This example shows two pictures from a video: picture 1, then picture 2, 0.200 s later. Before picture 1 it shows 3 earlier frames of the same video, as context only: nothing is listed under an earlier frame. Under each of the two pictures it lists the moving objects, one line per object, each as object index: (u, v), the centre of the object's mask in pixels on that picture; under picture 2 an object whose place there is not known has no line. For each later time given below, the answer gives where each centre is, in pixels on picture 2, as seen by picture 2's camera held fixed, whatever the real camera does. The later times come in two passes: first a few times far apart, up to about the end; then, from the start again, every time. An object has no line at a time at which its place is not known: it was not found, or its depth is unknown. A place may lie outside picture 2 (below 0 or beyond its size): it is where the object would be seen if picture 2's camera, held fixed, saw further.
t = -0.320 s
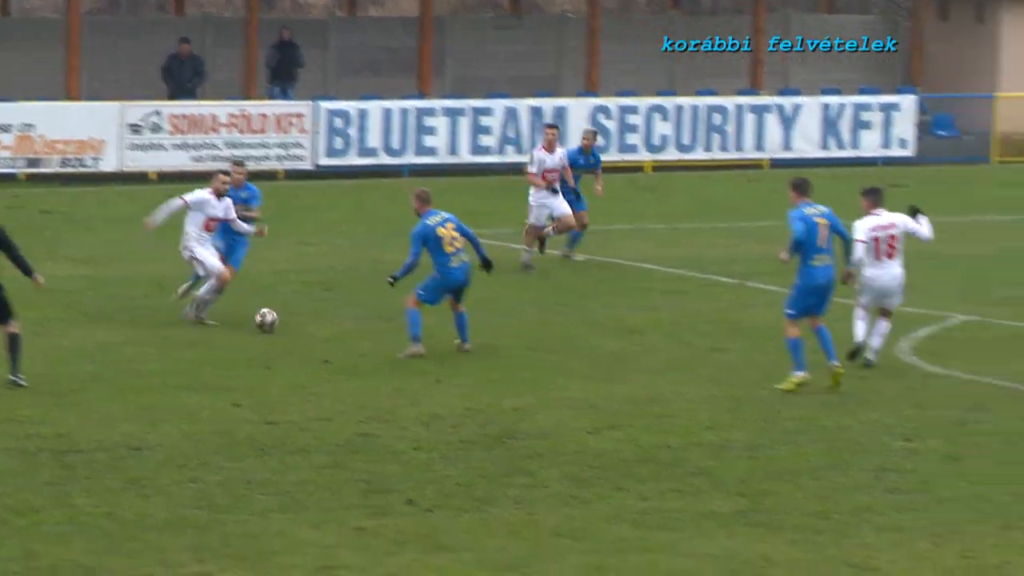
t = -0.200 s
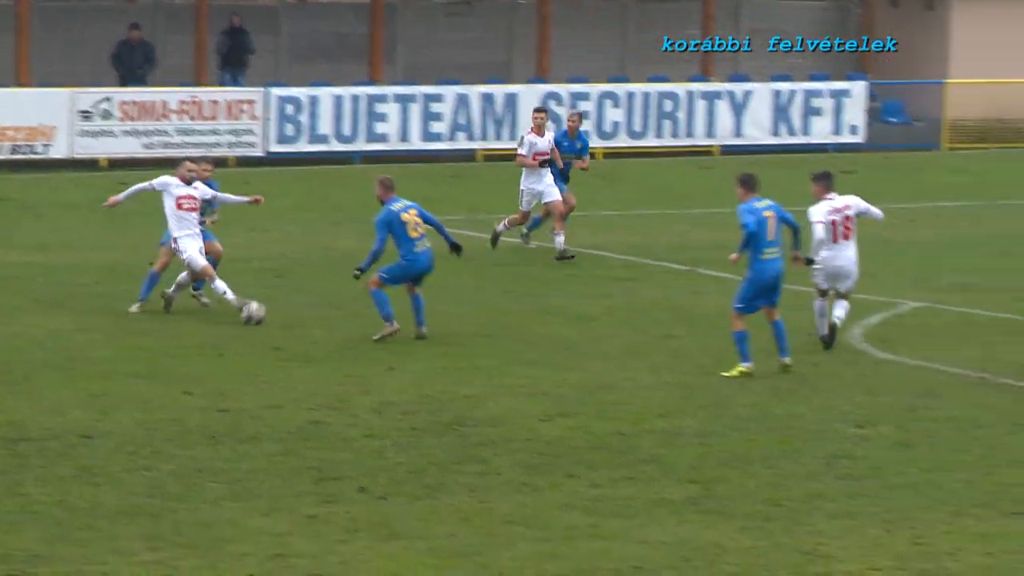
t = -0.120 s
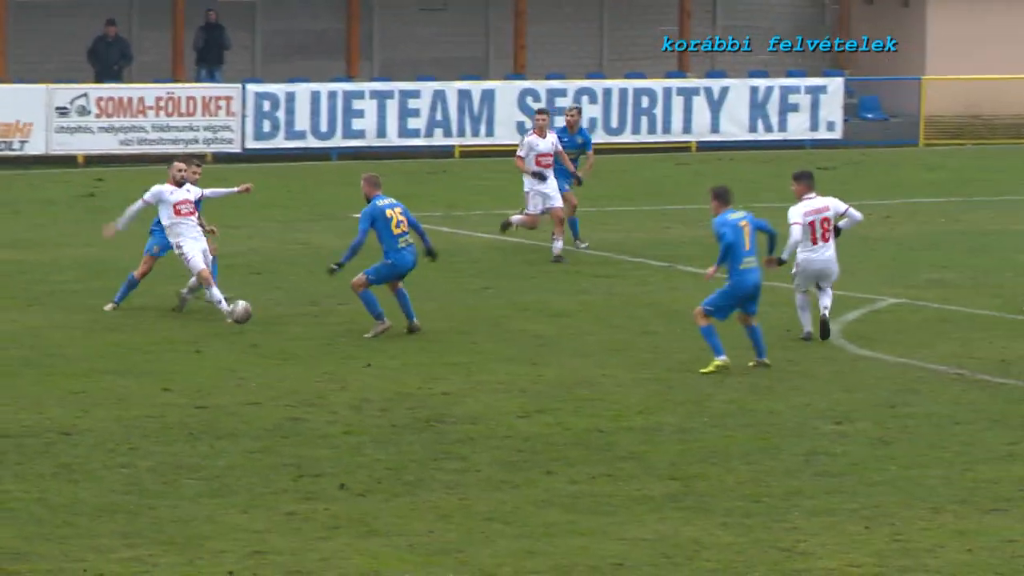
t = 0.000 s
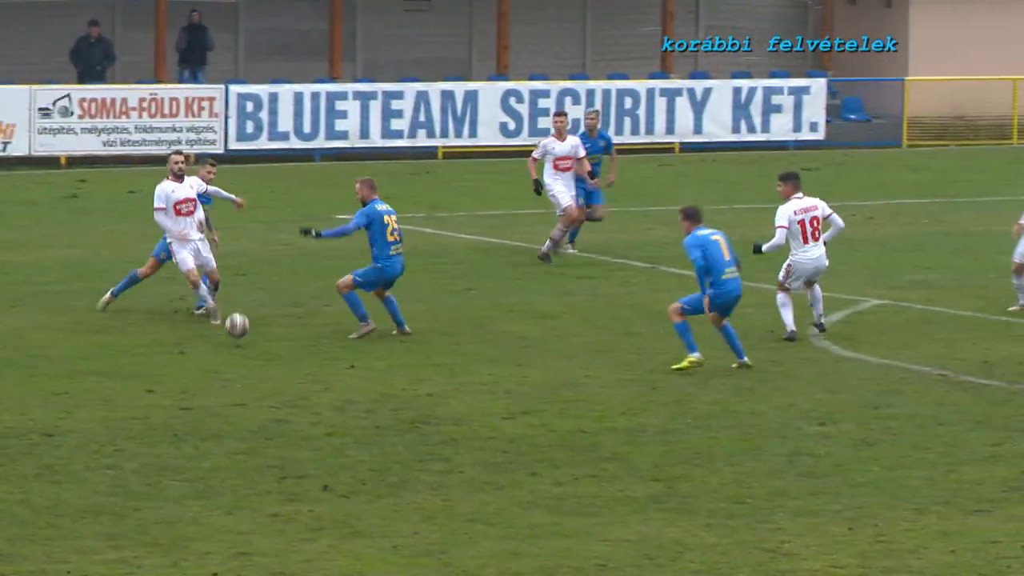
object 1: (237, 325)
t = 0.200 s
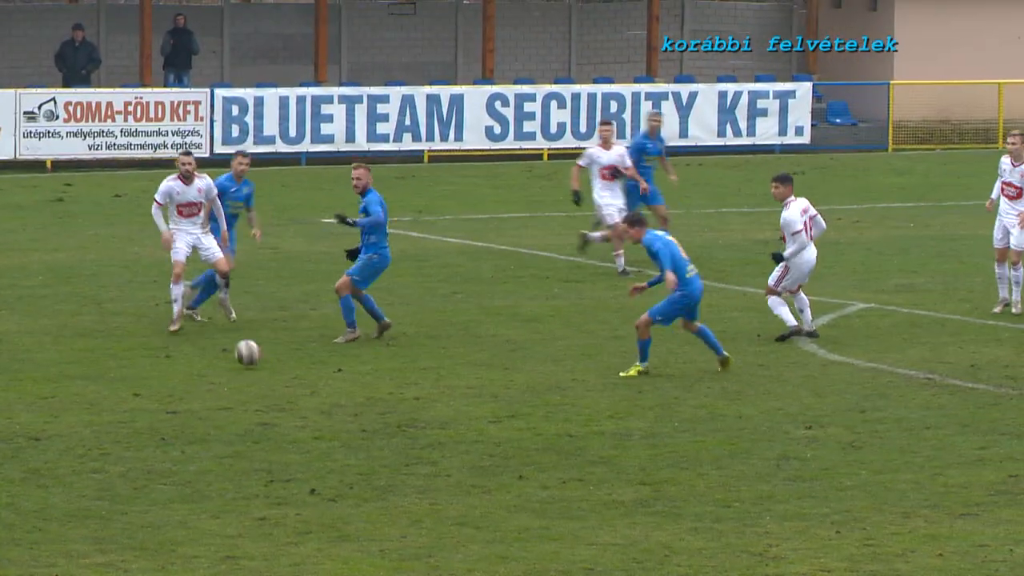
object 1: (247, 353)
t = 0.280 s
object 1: (257, 364)
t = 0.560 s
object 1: (297, 384)
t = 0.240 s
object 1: (252, 359)
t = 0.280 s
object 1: (257, 364)
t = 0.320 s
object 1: (262, 364)
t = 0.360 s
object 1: (268, 365)
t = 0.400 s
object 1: (274, 369)
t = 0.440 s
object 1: (279, 375)
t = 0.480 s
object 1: (285, 383)
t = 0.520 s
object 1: (291, 382)
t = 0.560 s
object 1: (297, 384)
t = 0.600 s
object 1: (303, 388)
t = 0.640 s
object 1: (310, 394)
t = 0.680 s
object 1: (315, 402)
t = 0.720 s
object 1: (322, 404)
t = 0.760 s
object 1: (329, 405)
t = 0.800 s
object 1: (335, 409)
